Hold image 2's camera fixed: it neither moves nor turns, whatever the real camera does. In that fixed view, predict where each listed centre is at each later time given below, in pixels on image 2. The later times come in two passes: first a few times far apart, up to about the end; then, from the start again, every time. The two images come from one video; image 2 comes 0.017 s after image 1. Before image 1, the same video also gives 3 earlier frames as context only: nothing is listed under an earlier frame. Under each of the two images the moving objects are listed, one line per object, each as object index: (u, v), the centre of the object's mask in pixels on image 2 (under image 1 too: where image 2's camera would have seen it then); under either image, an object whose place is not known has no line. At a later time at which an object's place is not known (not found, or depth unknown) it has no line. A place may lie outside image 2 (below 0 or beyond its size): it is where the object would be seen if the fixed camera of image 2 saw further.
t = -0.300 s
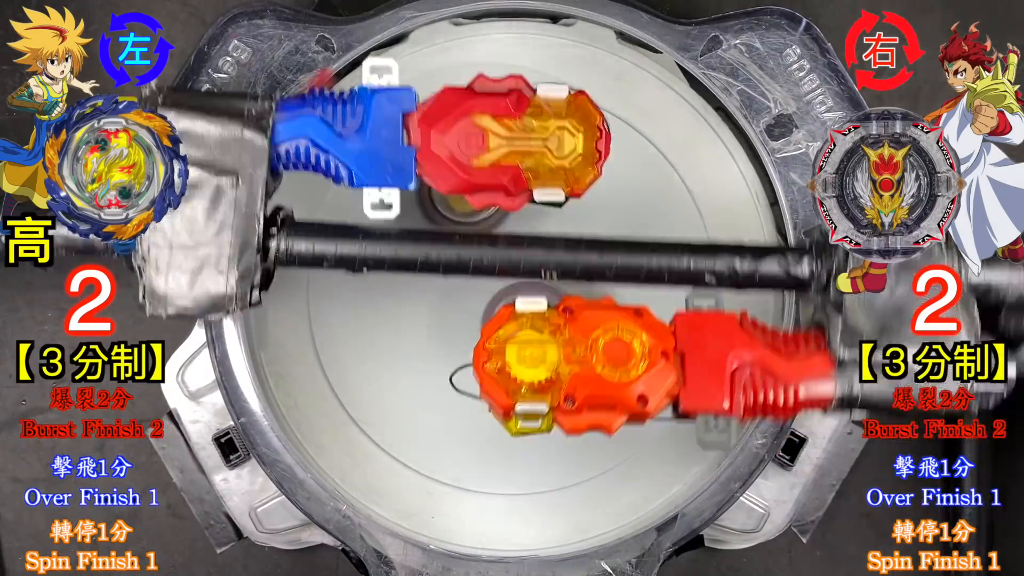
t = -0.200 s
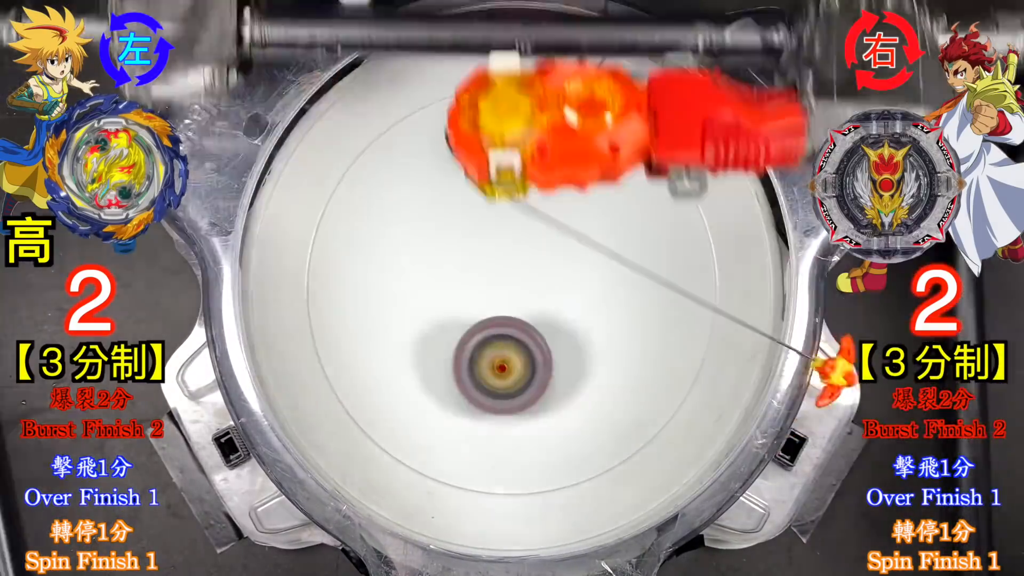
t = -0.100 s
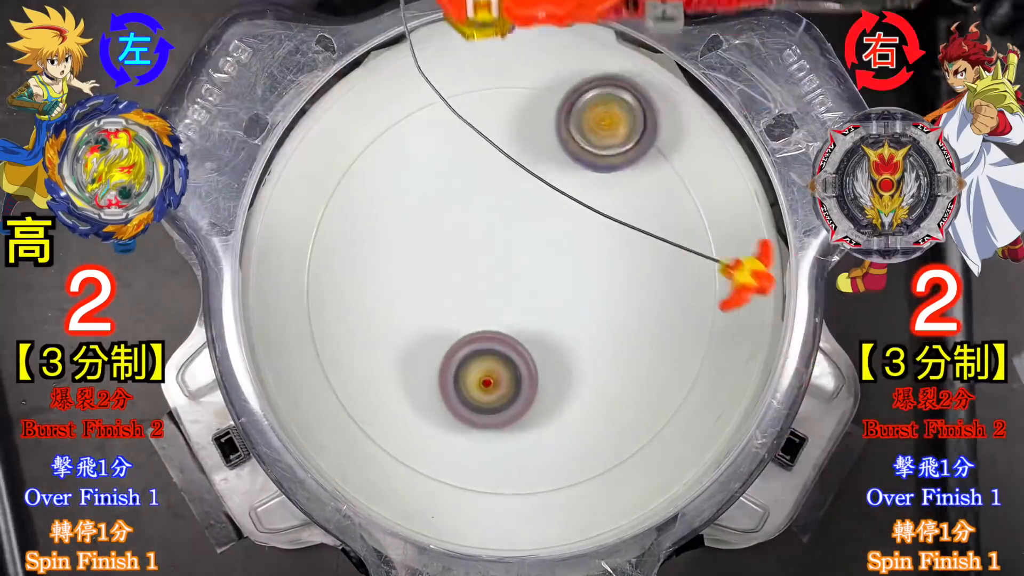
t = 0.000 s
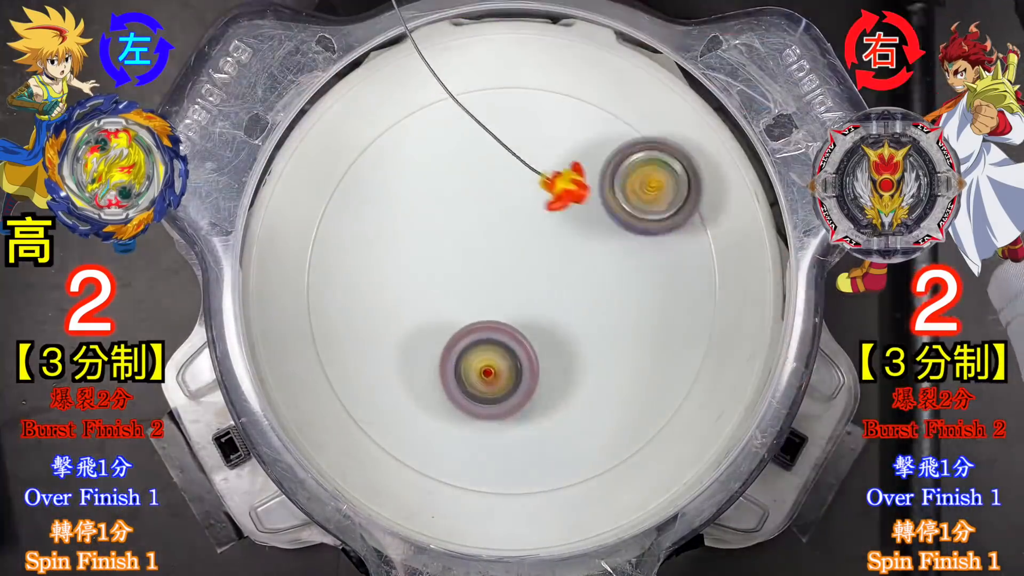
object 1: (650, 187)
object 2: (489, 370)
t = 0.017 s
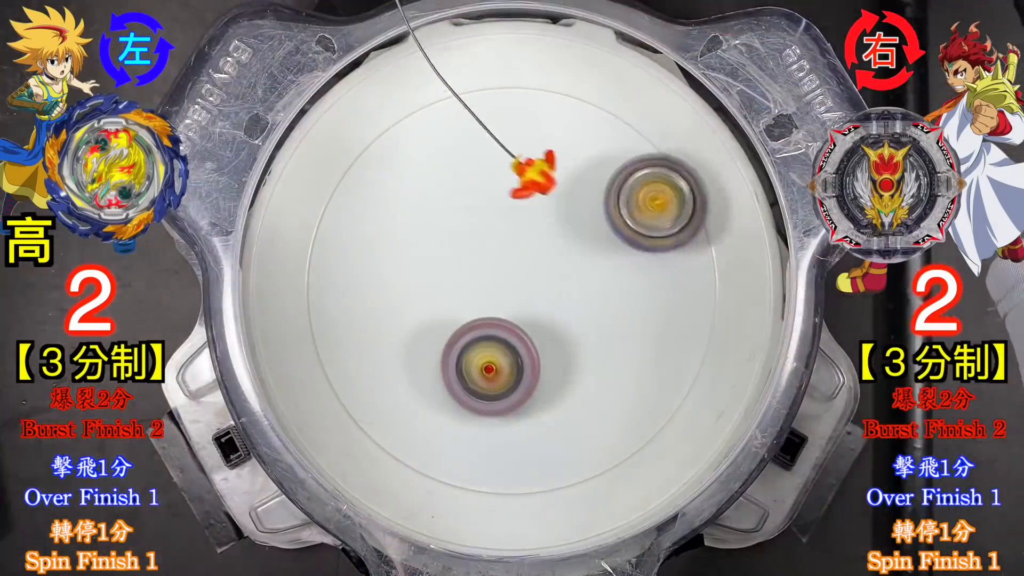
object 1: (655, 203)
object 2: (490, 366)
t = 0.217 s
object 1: (646, 438)
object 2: (540, 301)
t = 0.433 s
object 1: (435, 459)
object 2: (606, 234)
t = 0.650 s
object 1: (363, 191)
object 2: (584, 207)
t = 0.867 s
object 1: (635, 119)
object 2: (516, 287)
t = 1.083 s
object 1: (608, 371)
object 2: (494, 393)
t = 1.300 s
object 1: (551, 423)
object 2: (333, 372)
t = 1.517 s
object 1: (492, 338)
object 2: (402, 212)
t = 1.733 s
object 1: (568, 279)
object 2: (469, 121)
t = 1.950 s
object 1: (627, 290)
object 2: (495, 268)
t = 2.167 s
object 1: (590, 353)
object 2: (472, 384)
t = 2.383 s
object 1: (602, 320)
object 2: (418, 432)
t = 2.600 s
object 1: (593, 232)
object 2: (504, 331)
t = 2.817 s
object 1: (492, 256)
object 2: (439, 367)
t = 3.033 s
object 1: (498, 343)
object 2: (423, 270)
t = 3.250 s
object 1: (531, 373)
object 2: (407, 346)
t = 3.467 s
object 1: (558, 291)
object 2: (465, 239)
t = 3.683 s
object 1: (495, 375)
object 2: (546, 255)
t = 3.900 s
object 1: (461, 285)
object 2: (597, 332)
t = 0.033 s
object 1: (659, 221)
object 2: (492, 362)
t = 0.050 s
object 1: (662, 240)
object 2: (495, 357)
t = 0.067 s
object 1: (664, 257)
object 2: (498, 351)
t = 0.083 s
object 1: (667, 276)
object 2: (501, 346)
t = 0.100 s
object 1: (670, 297)
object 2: (505, 340)
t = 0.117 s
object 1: (671, 319)
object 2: (508, 335)
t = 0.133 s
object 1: (669, 341)
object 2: (513, 329)
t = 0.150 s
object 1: (666, 361)
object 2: (518, 323)
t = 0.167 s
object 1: (663, 380)
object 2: (523, 318)
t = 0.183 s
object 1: (661, 400)
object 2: (528, 312)
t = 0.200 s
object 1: (656, 421)
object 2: (534, 307)
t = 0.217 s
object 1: (646, 438)
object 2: (540, 301)
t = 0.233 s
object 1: (631, 449)
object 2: (546, 296)
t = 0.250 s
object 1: (618, 459)
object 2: (551, 291)
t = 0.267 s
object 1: (605, 470)
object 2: (557, 286)
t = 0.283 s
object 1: (589, 480)
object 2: (563, 279)
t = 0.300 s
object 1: (571, 486)
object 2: (568, 274)
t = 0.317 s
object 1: (553, 489)
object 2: (574, 268)
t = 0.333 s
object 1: (538, 491)
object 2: (579, 262)
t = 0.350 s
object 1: (522, 493)
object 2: (585, 257)
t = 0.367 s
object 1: (504, 493)
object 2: (590, 251)
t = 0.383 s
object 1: (485, 487)
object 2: (595, 246)
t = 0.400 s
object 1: (468, 479)
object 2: (599, 242)
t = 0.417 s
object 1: (452, 472)
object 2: (603, 238)
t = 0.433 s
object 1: (435, 459)
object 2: (606, 234)
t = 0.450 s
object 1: (419, 441)
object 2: (608, 230)
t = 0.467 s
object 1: (407, 424)
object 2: (610, 227)
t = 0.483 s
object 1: (395, 408)
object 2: (611, 224)
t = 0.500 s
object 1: (381, 389)
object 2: (612, 220)
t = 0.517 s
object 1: (372, 367)
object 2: (612, 217)
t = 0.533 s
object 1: (366, 347)
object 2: (611, 214)
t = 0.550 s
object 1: (358, 328)
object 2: (610, 212)
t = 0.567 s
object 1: (351, 304)
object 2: (607, 209)
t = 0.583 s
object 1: (351, 281)
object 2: (604, 207)
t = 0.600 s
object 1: (351, 260)
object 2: (600, 206)
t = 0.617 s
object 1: (351, 238)
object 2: (595, 205)
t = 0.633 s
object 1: (355, 212)
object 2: (590, 205)
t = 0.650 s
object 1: (363, 191)
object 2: (584, 207)
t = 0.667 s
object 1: (369, 169)
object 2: (578, 208)
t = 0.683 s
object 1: (382, 147)
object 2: (572, 211)
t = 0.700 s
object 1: (401, 130)
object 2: (565, 215)
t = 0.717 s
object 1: (417, 117)
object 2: (559, 220)
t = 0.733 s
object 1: (437, 103)
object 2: (554, 225)
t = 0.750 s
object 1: (461, 90)
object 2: (548, 231)
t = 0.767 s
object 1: (482, 78)
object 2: (543, 238)
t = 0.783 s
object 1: (505, 73)
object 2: (538, 245)
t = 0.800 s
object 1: (534, 76)
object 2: (533, 252)
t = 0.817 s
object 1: (558, 79)
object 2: (528, 260)
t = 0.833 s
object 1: (584, 88)
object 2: (524, 268)
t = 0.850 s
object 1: (612, 103)
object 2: (519, 277)
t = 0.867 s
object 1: (635, 119)
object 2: (516, 287)
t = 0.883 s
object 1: (661, 136)
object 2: (513, 297)
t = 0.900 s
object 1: (686, 160)
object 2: (510, 307)
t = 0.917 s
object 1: (706, 184)
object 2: (508, 317)
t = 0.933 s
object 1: (730, 208)
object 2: (507, 326)
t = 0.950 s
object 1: (746, 237)
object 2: (506, 334)
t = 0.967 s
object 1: (753, 257)
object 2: (505, 342)
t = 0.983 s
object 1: (744, 277)
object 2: (505, 350)
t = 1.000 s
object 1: (720, 293)
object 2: (504, 358)
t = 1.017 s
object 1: (697, 311)
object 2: (504, 365)
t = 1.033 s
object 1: (668, 328)
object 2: (505, 373)
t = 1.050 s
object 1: (645, 344)
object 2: (507, 379)
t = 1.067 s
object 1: (615, 361)
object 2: (510, 385)
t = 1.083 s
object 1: (608, 371)
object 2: (494, 393)
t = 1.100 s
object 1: (606, 383)
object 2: (471, 401)
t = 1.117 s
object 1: (607, 390)
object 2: (448, 408)
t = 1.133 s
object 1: (605, 401)
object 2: (425, 415)
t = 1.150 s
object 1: (603, 405)
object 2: (403, 420)
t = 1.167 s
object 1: (600, 414)
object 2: (381, 425)
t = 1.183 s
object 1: (597, 416)
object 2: (363, 428)
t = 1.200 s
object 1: (592, 423)
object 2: (355, 422)
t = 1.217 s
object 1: (588, 423)
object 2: (348, 415)
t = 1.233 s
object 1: (581, 428)
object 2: (341, 407)
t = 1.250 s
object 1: (575, 425)
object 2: (335, 399)
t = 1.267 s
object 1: (568, 428)
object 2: (332, 391)
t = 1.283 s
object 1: (560, 423)
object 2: (332, 382)
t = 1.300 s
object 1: (551, 423)
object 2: (333, 372)
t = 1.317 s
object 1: (543, 417)
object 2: (335, 360)
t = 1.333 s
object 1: (534, 414)
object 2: (337, 350)
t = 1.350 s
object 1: (525, 406)
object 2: (342, 341)
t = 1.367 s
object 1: (515, 402)
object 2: (349, 332)
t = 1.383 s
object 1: (506, 391)
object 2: (357, 321)
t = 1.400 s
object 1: (496, 385)
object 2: (365, 311)
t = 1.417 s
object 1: (489, 373)
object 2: (374, 303)
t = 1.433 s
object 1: (480, 364)
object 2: (384, 294)
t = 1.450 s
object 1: (475, 351)
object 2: (397, 287)
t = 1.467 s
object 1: (473, 348)
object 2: (400, 269)
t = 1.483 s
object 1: (481, 344)
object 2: (400, 251)
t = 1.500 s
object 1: (483, 342)
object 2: (401, 231)
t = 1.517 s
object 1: (492, 338)
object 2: (402, 212)
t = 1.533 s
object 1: (495, 335)
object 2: (403, 193)
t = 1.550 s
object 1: (504, 332)
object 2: (405, 177)
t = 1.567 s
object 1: (507, 327)
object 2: (409, 162)
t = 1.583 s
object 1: (516, 324)
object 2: (413, 147)
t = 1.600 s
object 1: (521, 317)
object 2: (417, 134)
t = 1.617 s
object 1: (528, 314)
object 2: (421, 124)
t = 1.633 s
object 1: (535, 306)
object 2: (427, 114)
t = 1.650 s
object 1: (540, 303)
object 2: (433, 104)
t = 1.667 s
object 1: (547, 295)
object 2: (438, 101)
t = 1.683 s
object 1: (551, 293)
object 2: (446, 104)
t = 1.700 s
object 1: (558, 286)
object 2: (455, 108)
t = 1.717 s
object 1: (560, 282)
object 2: (463, 113)
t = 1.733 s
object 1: (568, 279)
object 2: (469, 121)
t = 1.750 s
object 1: (570, 274)
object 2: (478, 130)
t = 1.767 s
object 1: (576, 272)
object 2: (485, 139)
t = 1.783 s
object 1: (579, 267)
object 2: (491, 149)
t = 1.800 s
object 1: (584, 268)
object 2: (496, 162)
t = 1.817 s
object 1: (588, 264)
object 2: (502, 175)
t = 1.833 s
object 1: (591, 265)
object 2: (507, 188)
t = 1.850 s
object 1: (596, 262)
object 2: (509, 202)
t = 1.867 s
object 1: (601, 265)
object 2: (510, 214)
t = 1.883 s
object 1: (609, 269)
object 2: (508, 224)
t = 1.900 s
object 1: (614, 273)
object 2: (504, 234)
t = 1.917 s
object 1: (620, 280)
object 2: (501, 247)
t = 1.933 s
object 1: (624, 283)
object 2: (499, 258)
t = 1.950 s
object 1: (627, 290)
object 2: (495, 268)
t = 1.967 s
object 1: (630, 294)
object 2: (491, 280)
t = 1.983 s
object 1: (630, 301)
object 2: (488, 291)
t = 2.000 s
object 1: (631, 306)
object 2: (486, 301)
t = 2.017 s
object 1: (629, 312)
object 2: (482, 311)
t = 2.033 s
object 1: (629, 319)
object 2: (480, 323)
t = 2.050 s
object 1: (626, 323)
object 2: (477, 332)
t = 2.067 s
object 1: (623, 331)
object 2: (474, 341)
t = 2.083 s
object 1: (620, 335)
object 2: (473, 350)
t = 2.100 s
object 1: (613, 340)
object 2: (472, 357)
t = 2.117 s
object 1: (610, 344)
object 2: (470, 364)
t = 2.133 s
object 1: (602, 347)
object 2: (470, 372)
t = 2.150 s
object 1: (597, 352)
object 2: (471, 379)
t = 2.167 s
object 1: (590, 353)
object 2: (472, 384)
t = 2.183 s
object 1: (582, 357)
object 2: (473, 390)
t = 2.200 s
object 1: (575, 357)
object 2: (477, 395)
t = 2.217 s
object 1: (576, 356)
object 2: (469, 400)
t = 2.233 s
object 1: (580, 352)
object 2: (458, 409)
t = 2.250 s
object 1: (586, 349)
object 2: (449, 414)
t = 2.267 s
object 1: (590, 344)
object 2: (440, 418)
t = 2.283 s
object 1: (591, 341)
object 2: (434, 424)
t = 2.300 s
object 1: (595, 337)
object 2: (429, 426)
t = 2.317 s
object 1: (596, 333)
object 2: (423, 429)
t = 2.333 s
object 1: (598, 330)
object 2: (421, 431)
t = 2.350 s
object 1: (600, 326)
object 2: (419, 432)
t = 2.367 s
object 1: (600, 323)
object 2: (417, 433)
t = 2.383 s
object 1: (602, 320)
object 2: (418, 432)
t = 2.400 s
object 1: (602, 316)
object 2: (418, 431)
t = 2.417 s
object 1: (602, 314)
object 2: (421, 431)
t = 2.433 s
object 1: (603, 310)
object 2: (424, 428)
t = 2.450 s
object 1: (601, 308)
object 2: (427, 426)
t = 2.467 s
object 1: (601, 305)
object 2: (433, 424)
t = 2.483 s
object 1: (600, 302)
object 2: (438, 420)
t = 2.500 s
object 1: (598, 301)
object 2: (443, 417)
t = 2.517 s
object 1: (598, 297)
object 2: (451, 412)
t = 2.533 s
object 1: (596, 295)
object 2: (457, 407)
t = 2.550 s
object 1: (589, 285)
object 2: (487, 387)
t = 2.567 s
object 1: (579, 273)
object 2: (513, 362)
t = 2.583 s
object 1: (588, 250)
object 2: (514, 346)
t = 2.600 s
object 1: (593, 232)
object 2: (504, 331)
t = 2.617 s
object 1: (593, 225)
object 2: (492, 315)
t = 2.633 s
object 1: (586, 227)
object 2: (476, 298)
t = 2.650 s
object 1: (571, 239)
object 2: (462, 285)
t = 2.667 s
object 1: (555, 256)
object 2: (449, 277)
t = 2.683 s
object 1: (548, 279)
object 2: (432, 275)
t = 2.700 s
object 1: (557, 301)
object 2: (403, 276)
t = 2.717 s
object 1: (561, 316)
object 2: (382, 284)
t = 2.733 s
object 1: (555, 323)
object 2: (369, 297)
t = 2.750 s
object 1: (544, 325)
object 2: (368, 316)
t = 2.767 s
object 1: (531, 321)
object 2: (377, 337)
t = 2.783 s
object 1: (512, 308)
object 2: (397, 354)
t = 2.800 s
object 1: (496, 287)
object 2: (421, 364)
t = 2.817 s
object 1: (492, 256)
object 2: (439, 367)
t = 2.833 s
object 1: (494, 226)
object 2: (461, 353)
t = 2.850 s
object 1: (500, 202)
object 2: (481, 327)
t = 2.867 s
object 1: (512, 186)
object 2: (496, 292)
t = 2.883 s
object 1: (529, 154)
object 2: (497, 283)
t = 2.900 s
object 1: (548, 130)
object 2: (493, 280)
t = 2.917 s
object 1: (569, 125)
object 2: (485, 272)
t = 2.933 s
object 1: (584, 139)
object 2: (474, 258)
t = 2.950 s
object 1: (595, 168)
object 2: (460, 249)
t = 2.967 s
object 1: (600, 208)
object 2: (447, 242)
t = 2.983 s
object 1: (591, 250)
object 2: (434, 240)
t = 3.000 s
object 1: (569, 289)
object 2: (424, 246)
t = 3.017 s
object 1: (537, 320)
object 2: (421, 259)
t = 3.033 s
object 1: (498, 343)
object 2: (423, 270)
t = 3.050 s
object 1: (470, 368)
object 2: (421, 269)
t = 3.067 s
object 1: (445, 374)
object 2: (425, 268)
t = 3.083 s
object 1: (377, 339)
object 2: (452, 263)
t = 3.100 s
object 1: (348, 248)
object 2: (486, 248)
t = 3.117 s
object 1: (404, 167)
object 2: (512, 232)
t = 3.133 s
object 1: (498, 114)
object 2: (528, 242)
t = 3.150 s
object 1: (583, 135)
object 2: (540, 266)
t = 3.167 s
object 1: (639, 205)
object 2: (519, 290)
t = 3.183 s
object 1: (646, 278)
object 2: (478, 331)
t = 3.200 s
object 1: (584, 337)
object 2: (478, 342)
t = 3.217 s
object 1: (631, 374)
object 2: (372, 324)
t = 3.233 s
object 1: (596, 386)
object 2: (359, 322)
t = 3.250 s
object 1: (531, 373)
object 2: (407, 346)
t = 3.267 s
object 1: (550, 360)
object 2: (401, 340)
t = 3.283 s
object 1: (564, 346)
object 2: (430, 332)
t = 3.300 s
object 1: (576, 332)
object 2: (456, 317)
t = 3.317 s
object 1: (592, 322)
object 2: (452, 285)
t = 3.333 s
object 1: (579, 314)
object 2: (462, 273)
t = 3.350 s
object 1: (571, 311)
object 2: (460, 267)
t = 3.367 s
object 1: (579, 310)
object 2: (441, 255)
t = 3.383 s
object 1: (576, 302)
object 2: (440, 264)
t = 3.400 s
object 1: (563, 291)
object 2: (459, 274)
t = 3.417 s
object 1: (595, 272)
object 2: (441, 271)
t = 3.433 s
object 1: (614, 262)
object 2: (438, 261)
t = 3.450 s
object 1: (605, 289)
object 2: (447, 250)
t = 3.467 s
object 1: (558, 291)
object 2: (465, 239)
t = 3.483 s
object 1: (543, 305)
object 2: (438, 197)
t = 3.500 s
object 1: (526, 304)
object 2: (428, 197)
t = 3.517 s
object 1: (518, 297)
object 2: (425, 224)
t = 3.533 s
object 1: (552, 324)
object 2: (400, 225)
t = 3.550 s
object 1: (549, 333)
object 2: (433, 253)
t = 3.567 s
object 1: (533, 355)
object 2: (467, 240)
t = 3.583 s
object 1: (506, 359)
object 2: (483, 202)
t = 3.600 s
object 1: (468, 312)
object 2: (482, 179)
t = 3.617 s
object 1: (475, 275)
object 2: (473, 154)
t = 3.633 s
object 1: (513, 283)
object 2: (463, 149)
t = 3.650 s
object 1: (543, 314)
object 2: (466, 196)
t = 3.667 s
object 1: (534, 352)
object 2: (502, 248)
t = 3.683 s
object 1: (495, 375)
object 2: (546, 255)
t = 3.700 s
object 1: (453, 336)
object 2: (585, 241)
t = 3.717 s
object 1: (460, 265)
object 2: (603, 214)
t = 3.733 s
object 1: (501, 224)
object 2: (610, 190)
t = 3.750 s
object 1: (499, 237)
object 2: (617, 171)
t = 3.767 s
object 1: (514, 275)
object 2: (582, 178)
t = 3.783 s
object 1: (474, 322)
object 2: (575, 186)
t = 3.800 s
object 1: (433, 323)
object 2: (567, 223)
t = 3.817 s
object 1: (420, 282)
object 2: (571, 275)
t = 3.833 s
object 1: (461, 244)
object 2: (583, 321)
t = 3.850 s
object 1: (517, 259)
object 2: (599, 346)
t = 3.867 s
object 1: (516, 270)
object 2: (634, 372)
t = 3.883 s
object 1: (496, 283)
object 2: (644, 367)
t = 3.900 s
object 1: (461, 285)
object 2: (597, 332)
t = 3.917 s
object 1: (494, 229)
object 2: (518, 342)
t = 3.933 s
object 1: (532, 285)
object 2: (463, 368)
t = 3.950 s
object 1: (536, 297)
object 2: (443, 375)
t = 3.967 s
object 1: (542, 291)
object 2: (435, 310)
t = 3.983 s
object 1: (536, 290)
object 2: (429, 251)
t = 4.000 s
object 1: (532, 315)
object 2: (465, 222)
